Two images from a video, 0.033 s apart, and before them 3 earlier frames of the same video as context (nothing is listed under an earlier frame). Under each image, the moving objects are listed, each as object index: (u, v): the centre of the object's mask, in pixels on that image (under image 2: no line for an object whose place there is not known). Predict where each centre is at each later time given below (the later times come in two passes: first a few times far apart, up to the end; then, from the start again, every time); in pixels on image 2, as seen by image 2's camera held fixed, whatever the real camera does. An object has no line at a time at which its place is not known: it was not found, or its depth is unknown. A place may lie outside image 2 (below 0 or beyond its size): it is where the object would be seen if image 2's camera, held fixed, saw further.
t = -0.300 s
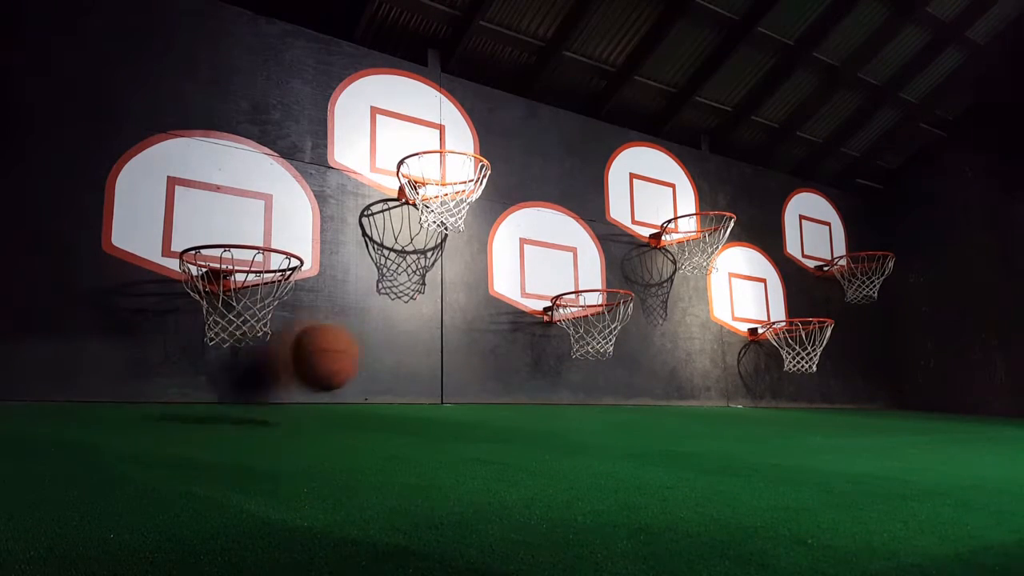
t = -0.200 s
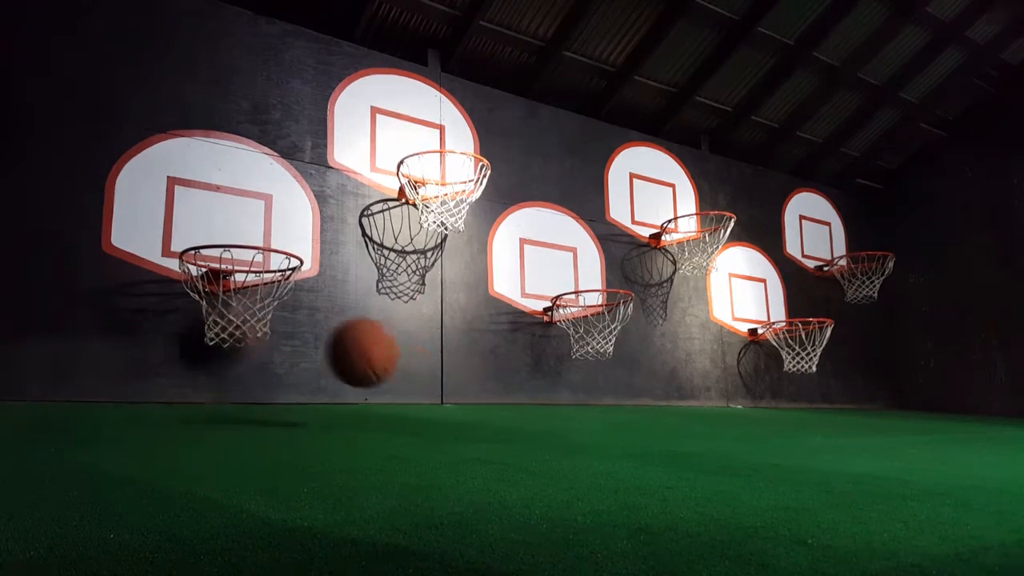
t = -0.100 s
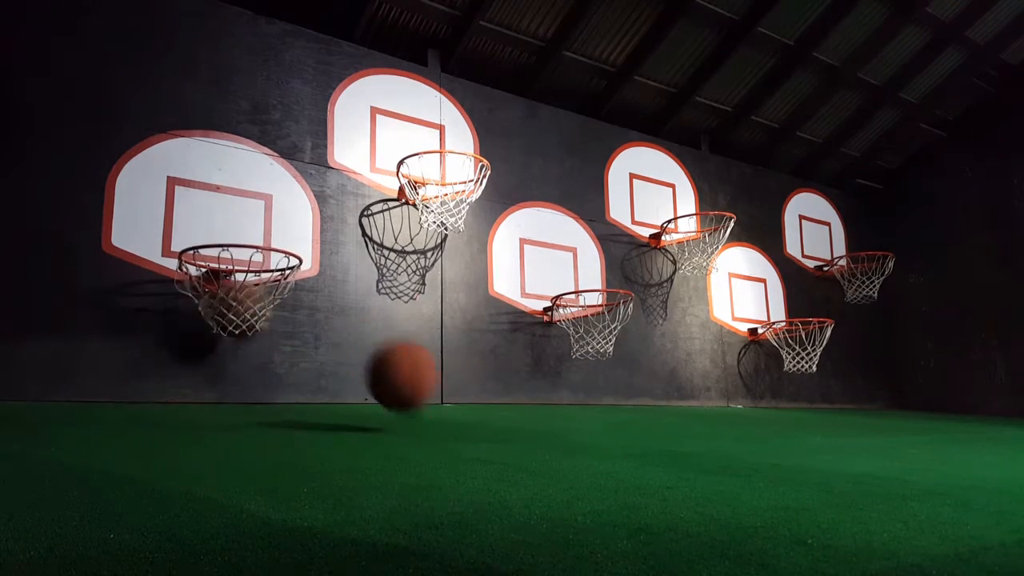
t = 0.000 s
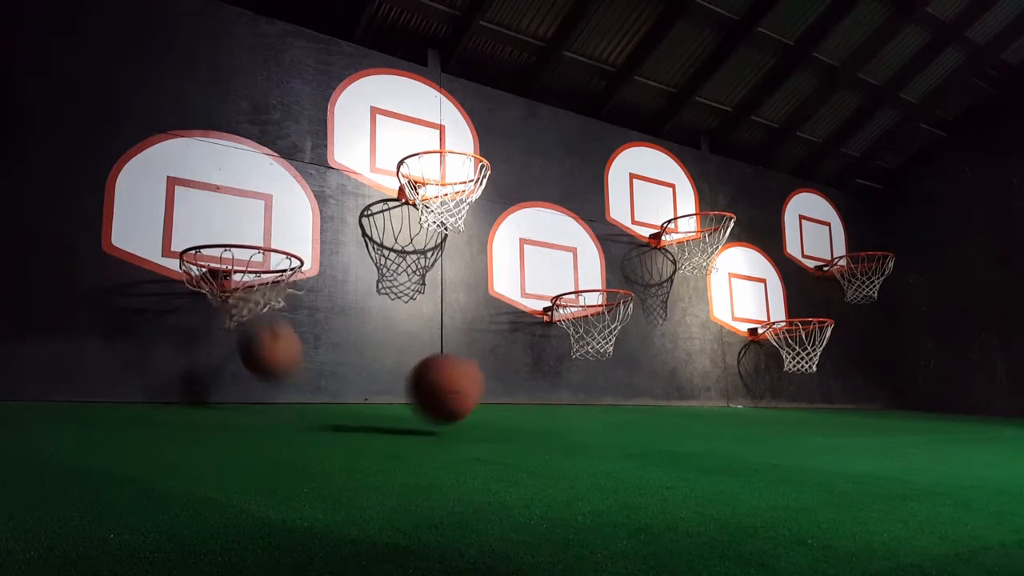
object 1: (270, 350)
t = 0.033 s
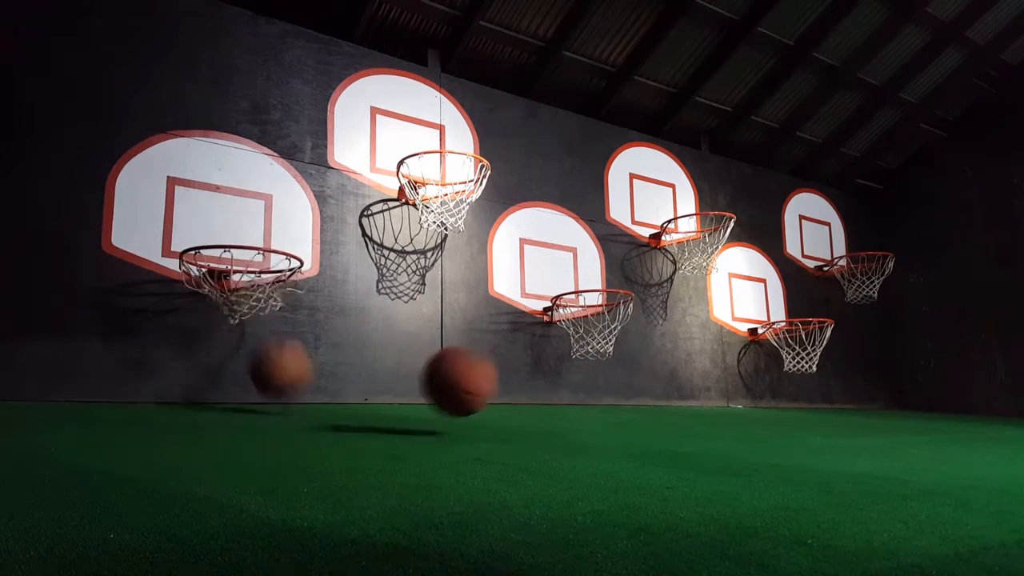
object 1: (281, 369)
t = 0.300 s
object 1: (330, 338)
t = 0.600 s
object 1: (387, 369)
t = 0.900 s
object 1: (465, 383)
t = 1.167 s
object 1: (542, 392)
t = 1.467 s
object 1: (654, 410)
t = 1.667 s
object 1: (746, 419)
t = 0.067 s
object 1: (290, 386)
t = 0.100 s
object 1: (296, 375)
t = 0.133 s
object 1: (302, 363)
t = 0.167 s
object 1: (308, 354)
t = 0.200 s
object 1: (314, 346)
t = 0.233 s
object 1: (318, 341)
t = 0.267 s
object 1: (324, 338)
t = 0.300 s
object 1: (330, 338)
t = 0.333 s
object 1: (335, 341)
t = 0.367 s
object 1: (341, 345)
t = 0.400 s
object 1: (346, 353)
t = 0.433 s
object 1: (351, 363)
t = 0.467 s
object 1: (357, 377)
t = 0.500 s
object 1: (364, 392)
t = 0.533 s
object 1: (371, 384)
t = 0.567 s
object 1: (379, 375)
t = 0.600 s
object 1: (387, 369)
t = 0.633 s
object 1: (395, 365)
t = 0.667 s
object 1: (404, 364)
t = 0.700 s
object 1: (411, 366)
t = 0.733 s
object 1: (420, 371)
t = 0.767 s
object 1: (429, 379)
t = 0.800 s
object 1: (438, 391)
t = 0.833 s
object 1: (448, 395)
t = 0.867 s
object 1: (456, 387)
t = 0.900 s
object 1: (465, 383)
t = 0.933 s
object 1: (475, 381)
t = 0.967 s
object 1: (483, 382)
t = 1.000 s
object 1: (492, 385)
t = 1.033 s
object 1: (502, 393)
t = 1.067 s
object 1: (512, 401)
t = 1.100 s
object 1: (522, 396)
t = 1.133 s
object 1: (532, 393)
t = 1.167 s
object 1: (542, 392)
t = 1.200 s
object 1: (553, 396)
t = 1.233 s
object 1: (564, 401)
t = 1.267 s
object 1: (576, 405)
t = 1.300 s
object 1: (588, 402)
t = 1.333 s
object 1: (600, 402)
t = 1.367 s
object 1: (613, 405)
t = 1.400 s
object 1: (626, 409)
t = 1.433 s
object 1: (639, 408)
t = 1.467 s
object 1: (654, 410)
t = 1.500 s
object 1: (668, 413)
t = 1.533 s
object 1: (683, 413)
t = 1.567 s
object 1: (698, 416)
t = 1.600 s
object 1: (713, 416)
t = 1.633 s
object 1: (729, 418)
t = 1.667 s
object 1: (746, 419)
